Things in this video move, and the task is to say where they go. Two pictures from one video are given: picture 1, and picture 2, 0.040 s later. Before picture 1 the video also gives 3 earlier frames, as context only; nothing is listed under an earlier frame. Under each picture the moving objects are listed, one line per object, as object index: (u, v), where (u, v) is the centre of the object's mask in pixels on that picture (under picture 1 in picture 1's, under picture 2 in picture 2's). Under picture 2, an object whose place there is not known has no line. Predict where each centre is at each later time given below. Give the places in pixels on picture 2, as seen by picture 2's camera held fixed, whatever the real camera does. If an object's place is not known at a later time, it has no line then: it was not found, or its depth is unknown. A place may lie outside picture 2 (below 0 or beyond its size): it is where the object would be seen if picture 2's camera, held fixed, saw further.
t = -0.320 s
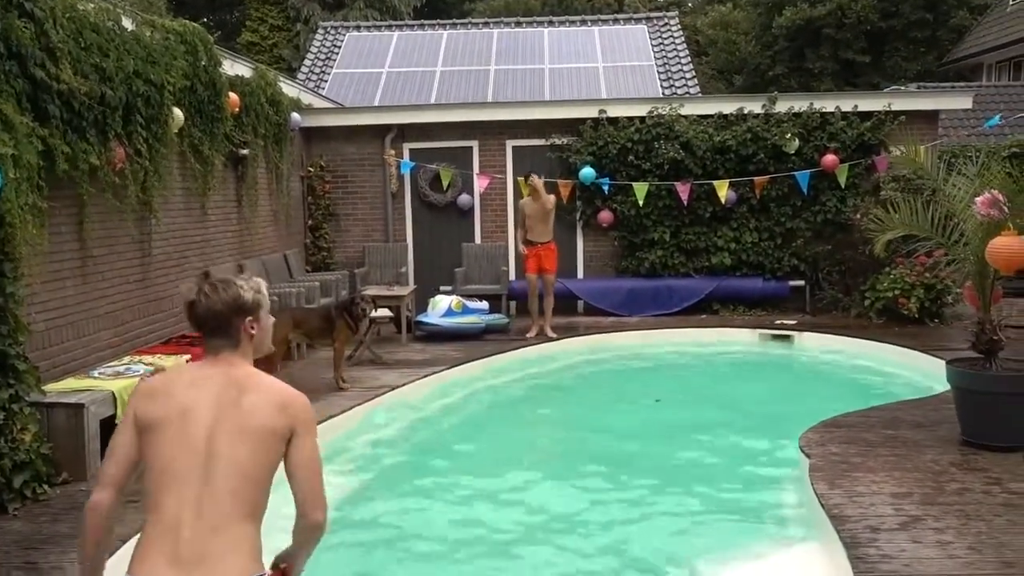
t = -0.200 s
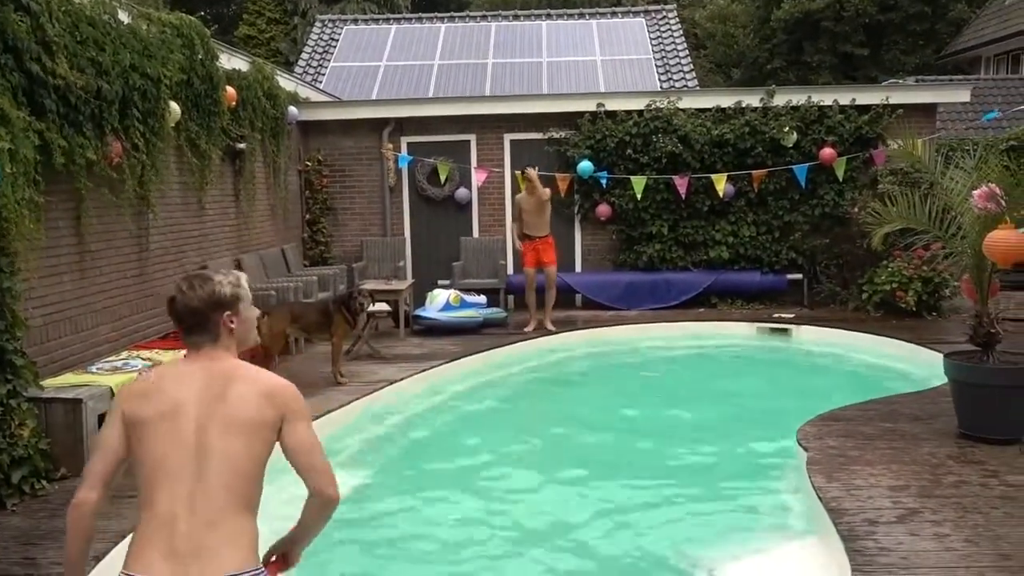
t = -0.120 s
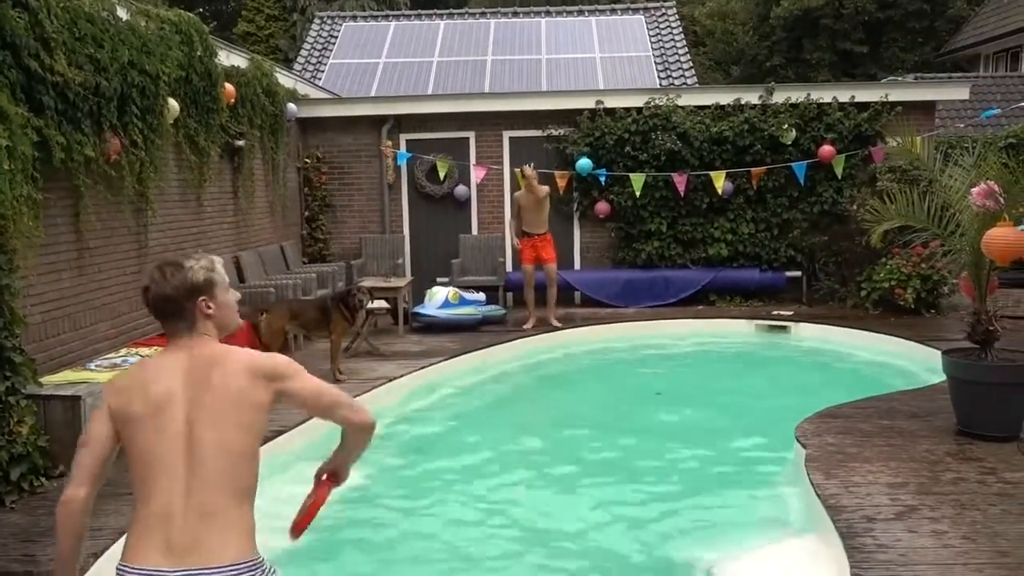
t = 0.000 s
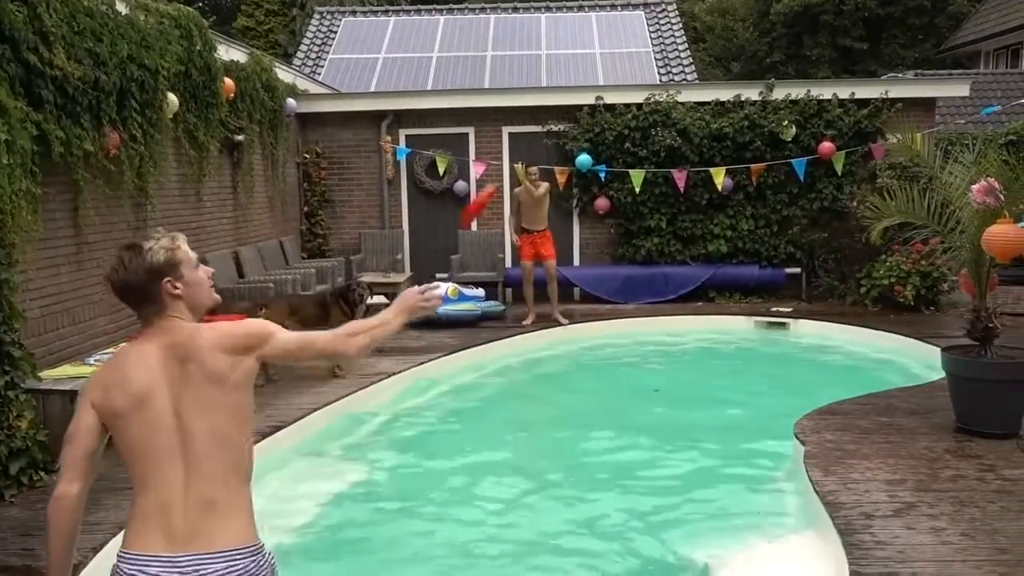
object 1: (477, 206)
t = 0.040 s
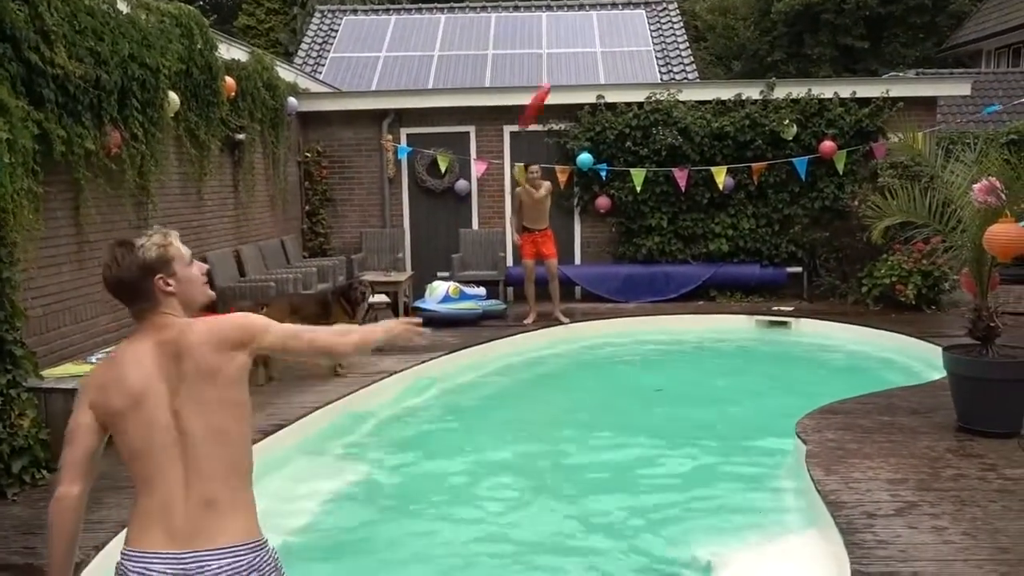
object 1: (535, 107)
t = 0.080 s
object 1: (589, 18)
